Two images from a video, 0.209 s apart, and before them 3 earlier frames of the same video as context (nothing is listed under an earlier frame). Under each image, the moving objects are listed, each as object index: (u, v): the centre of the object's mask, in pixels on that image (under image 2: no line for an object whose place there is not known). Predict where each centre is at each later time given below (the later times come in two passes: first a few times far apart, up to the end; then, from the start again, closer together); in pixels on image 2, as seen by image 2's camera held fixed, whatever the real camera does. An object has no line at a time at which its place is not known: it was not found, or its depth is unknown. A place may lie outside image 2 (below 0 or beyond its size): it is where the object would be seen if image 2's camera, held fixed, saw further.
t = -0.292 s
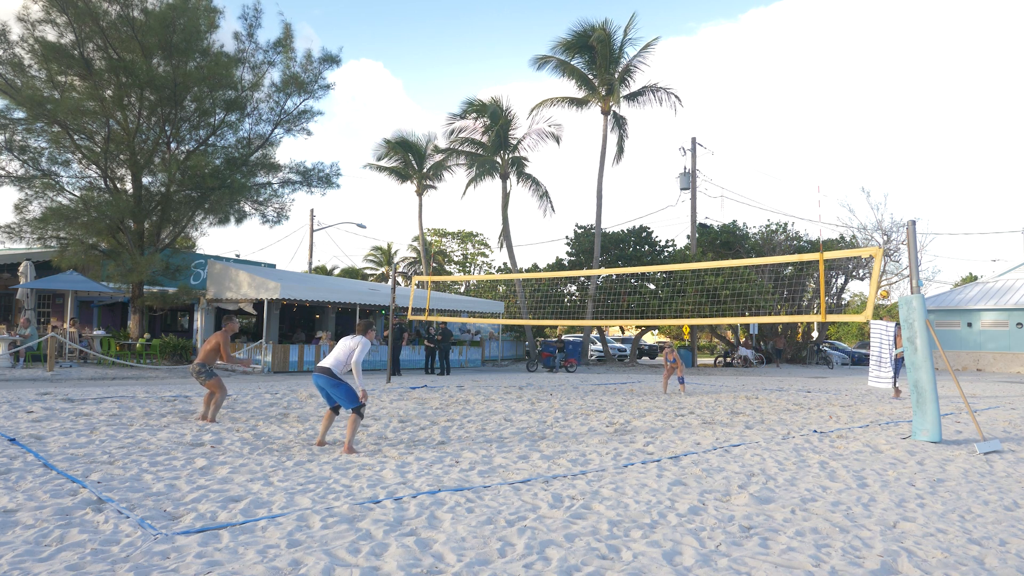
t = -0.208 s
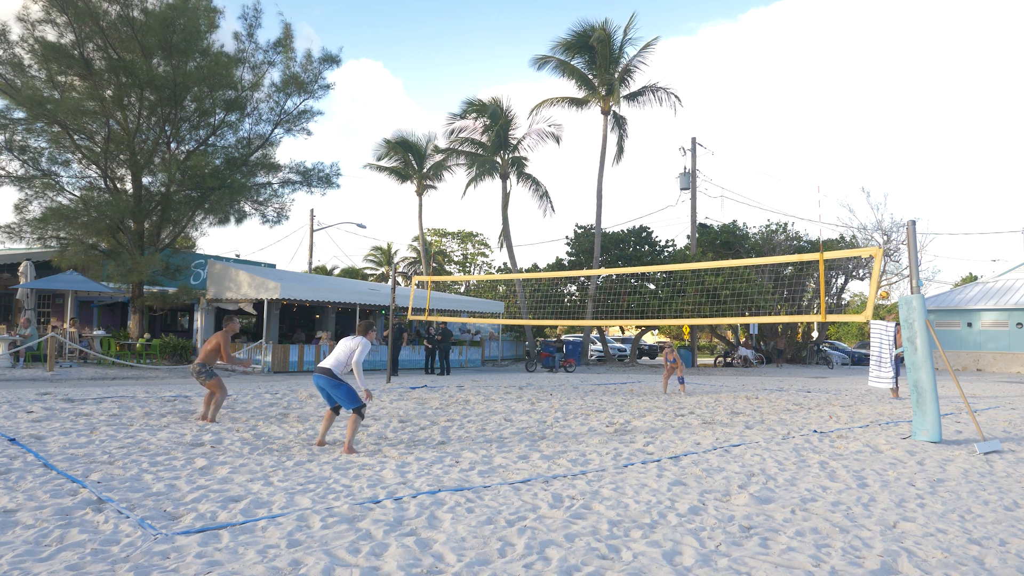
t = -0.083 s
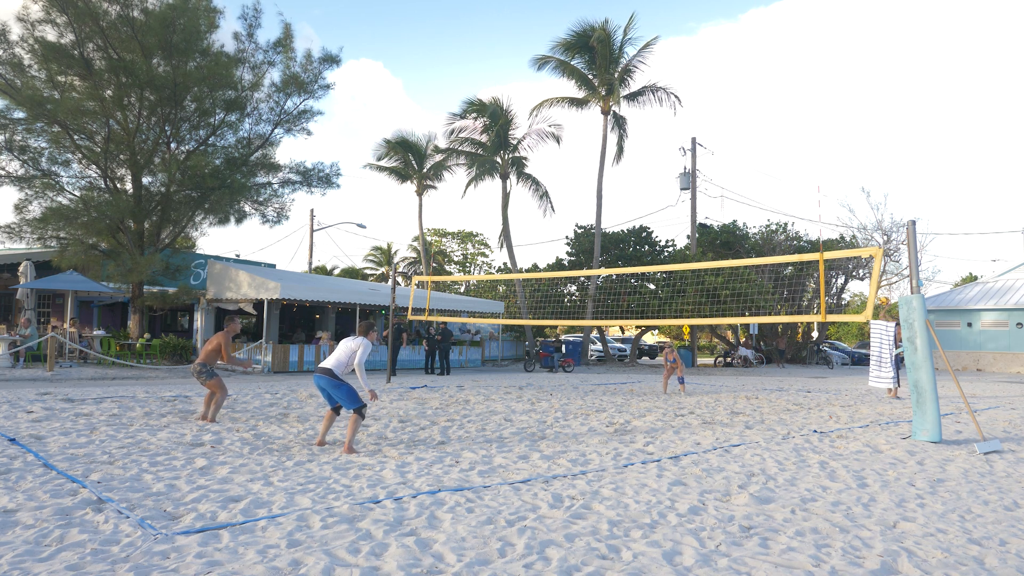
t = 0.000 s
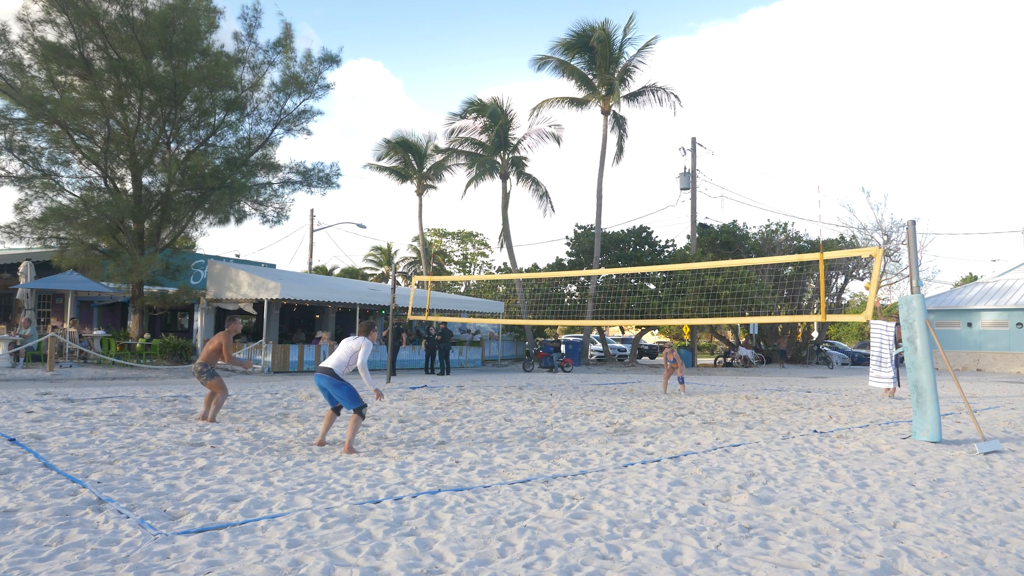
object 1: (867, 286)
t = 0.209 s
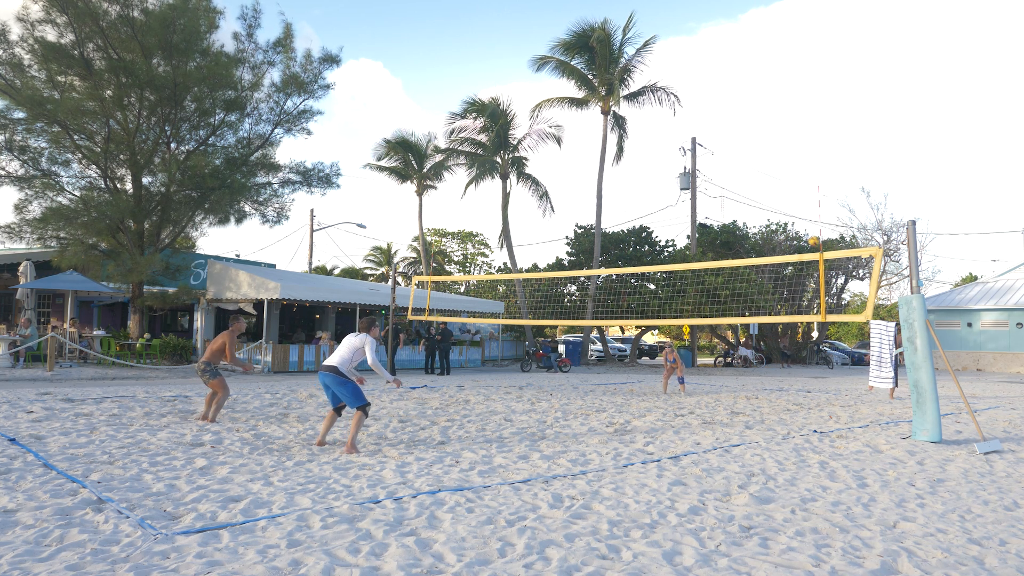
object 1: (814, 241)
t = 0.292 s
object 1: (790, 226)
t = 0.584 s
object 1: (695, 199)
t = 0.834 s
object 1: (588, 217)
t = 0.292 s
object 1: (790, 226)
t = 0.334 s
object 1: (780, 221)
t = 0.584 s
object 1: (695, 199)
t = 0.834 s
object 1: (588, 217)
